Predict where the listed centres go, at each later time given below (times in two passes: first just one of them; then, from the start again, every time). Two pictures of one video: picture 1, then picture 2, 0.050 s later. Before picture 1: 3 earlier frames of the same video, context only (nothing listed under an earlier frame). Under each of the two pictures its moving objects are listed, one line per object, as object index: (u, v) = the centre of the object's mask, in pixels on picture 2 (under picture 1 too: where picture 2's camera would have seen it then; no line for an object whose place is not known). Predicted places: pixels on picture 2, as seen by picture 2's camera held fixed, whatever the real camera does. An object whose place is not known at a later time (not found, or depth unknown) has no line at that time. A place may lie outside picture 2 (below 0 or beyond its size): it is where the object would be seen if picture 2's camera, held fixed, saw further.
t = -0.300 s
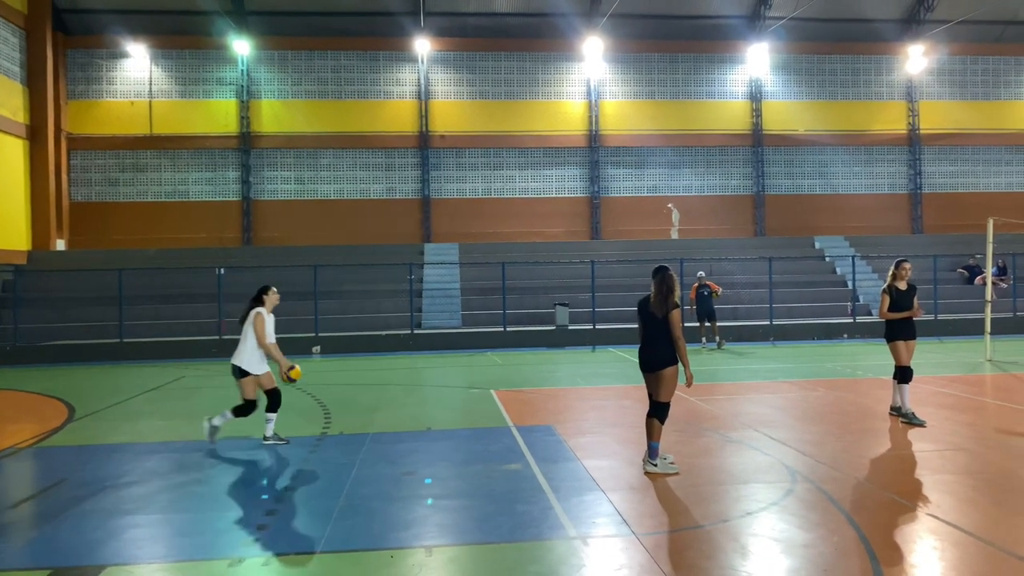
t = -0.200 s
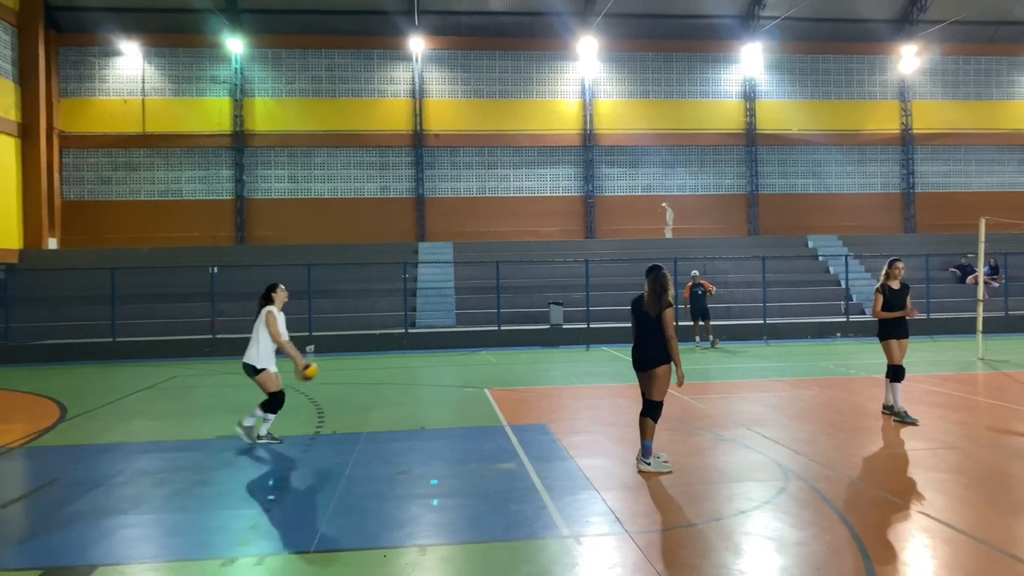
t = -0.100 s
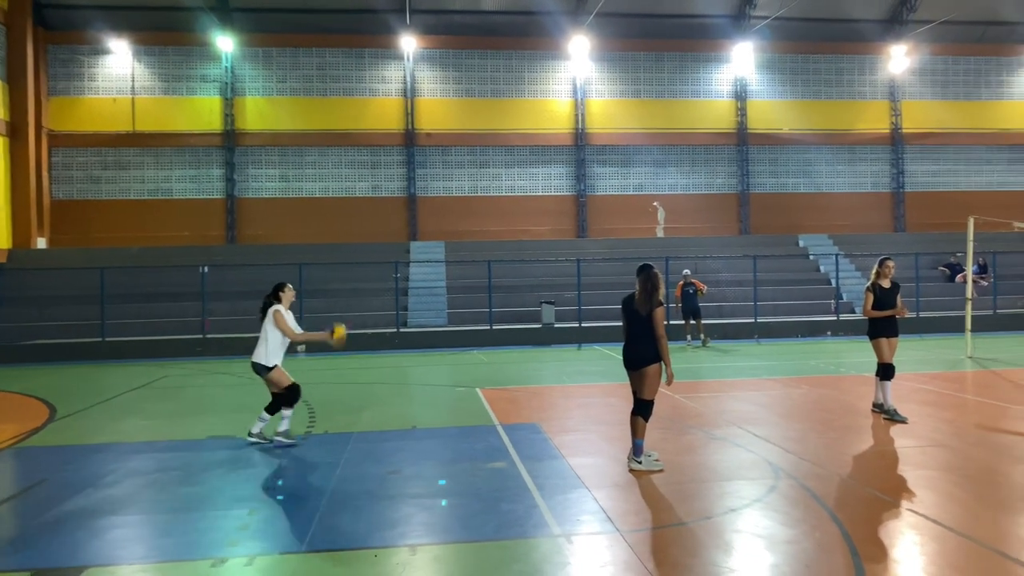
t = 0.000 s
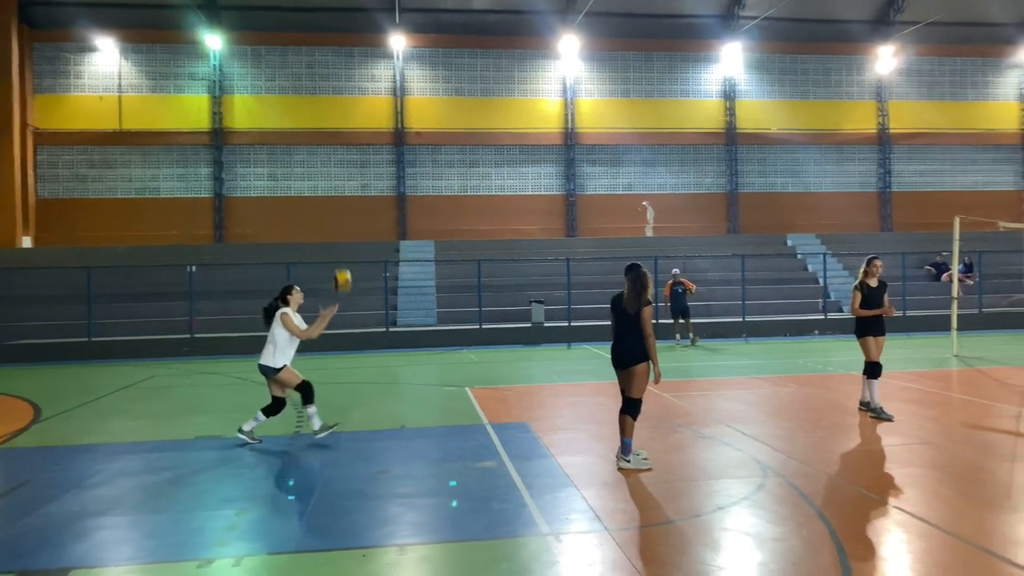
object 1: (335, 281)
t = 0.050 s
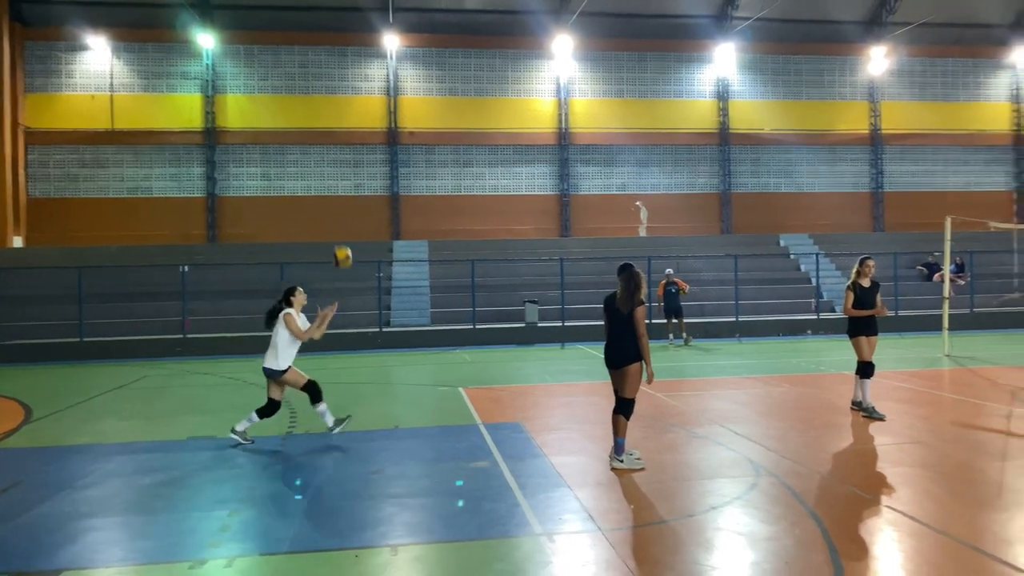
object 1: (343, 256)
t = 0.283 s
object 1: (369, 181)
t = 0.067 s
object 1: (344, 249)
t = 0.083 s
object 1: (347, 242)
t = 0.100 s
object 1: (348, 236)
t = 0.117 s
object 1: (350, 230)
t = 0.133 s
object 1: (352, 223)
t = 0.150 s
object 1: (354, 217)
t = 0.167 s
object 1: (356, 212)
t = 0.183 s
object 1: (358, 207)
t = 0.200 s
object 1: (360, 202)
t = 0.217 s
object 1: (362, 198)
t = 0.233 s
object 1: (363, 193)
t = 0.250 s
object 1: (365, 188)
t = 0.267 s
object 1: (367, 185)
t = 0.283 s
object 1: (369, 181)
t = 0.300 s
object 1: (371, 178)
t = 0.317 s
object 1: (373, 175)
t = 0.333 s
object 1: (375, 172)
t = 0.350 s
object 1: (377, 169)
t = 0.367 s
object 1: (378, 167)
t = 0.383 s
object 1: (380, 165)
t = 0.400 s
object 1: (382, 163)
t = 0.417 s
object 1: (384, 162)
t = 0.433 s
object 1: (385, 160)
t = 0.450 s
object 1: (387, 159)
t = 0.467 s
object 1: (389, 158)
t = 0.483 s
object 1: (391, 157)
